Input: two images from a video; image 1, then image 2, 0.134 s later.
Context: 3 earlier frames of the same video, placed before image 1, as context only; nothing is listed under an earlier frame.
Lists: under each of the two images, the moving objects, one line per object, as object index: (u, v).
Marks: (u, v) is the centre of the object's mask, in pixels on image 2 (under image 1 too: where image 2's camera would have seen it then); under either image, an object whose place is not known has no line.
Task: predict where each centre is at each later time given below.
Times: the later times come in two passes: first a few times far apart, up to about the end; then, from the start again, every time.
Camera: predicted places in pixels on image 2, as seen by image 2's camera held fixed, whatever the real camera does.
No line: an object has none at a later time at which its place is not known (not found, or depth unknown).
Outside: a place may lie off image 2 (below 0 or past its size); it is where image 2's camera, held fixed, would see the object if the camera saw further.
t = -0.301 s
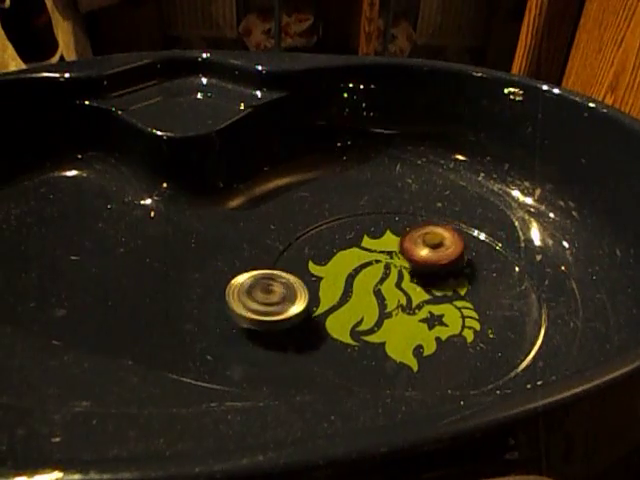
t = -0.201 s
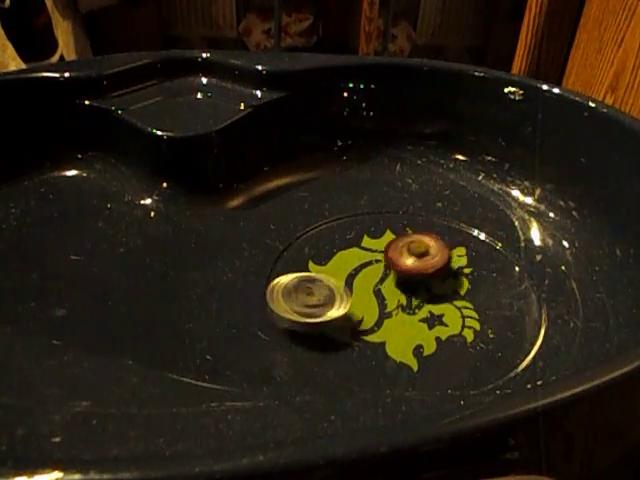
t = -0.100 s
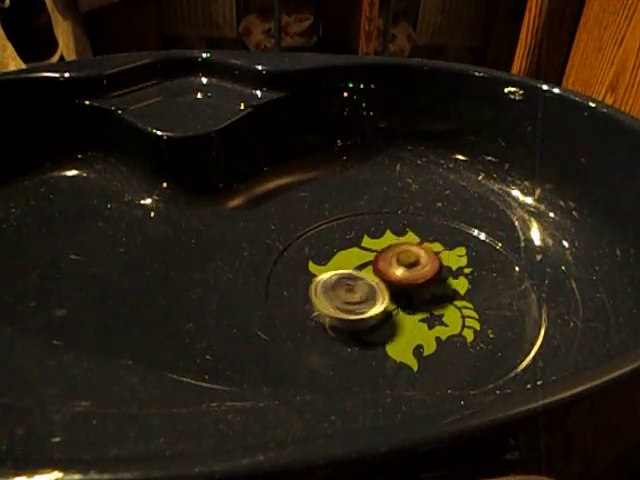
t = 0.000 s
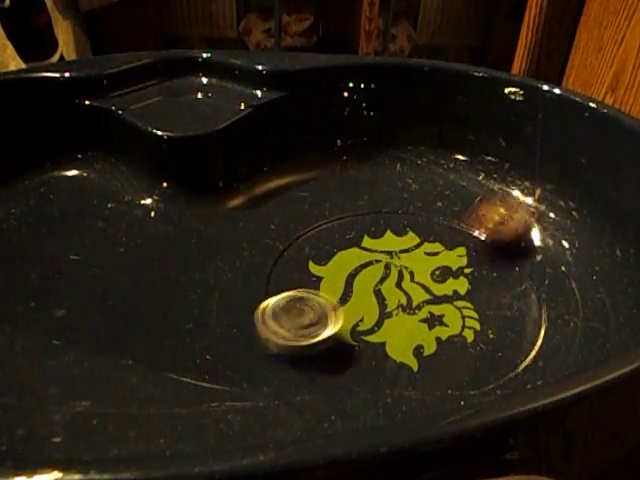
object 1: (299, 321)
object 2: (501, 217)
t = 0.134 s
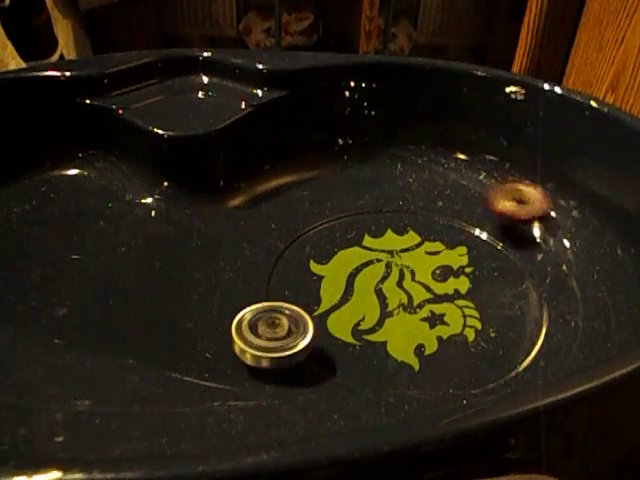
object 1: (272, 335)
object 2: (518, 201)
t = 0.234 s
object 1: (281, 332)
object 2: (462, 222)
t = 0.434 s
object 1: (341, 320)
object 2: (376, 250)
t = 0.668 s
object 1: (374, 347)
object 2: (379, 209)
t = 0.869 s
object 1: (416, 337)
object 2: (359, 201)
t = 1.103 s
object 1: (423, 288)
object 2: (332, 212)
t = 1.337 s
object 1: (379, 256)
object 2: (314, 228)
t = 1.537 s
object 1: (446, 279)
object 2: (214, 203)
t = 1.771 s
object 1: (479, 265)
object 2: (146, 238)
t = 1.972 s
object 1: (460, 235)
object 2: (145, 267)
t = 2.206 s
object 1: (403, 225)
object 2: (211, 291)
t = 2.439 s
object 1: (344, 249)
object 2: (289, 286)
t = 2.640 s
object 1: (371, 246)
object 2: (332, 344)
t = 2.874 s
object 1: (384, 262)
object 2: (419, 347)
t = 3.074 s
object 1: (400, 272)
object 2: (472, 332)
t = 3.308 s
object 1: (416, 273)
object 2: (491, 304)
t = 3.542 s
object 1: (348, 239)
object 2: (556, 303)
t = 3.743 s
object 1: (309, 240)
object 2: (506, 281)
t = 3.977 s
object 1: (302, 267)
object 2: (470, 282)
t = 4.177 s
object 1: (317, 284)
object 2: (443, 291)
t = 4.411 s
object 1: (298, 274)
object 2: (508, 314)
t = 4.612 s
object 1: (281, 263)
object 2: (535, 299)
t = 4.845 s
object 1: (306, 267)
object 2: (495, 278)
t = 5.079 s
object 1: (336, 261)
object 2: (440, 262)
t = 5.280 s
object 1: (340, 244)
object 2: (420, 258)
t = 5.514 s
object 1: (326, 223)
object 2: (412, 255)
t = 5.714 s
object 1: (310, 224)
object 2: (401, 252)
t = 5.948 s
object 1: (301, 239)
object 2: (421, 256)
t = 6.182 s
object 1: (262, 256)
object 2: (550, 267)
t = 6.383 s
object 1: (309, 286)
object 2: (502, 262)
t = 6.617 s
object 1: (390, 286)
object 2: (483, 275)
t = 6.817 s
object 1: (368, 256)
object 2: (539, 294)
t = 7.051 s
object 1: (343, 245)
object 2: (500, 303)
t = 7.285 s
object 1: (334, 257)
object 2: (448, 306)
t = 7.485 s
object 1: (345, 266)
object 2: (412, 305)
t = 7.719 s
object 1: (349, 256)
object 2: (387, 301)
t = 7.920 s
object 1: (331, 221)
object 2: (398, 338)
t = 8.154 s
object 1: (311, 230)
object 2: (397, 318)
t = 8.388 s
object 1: (342, 248)
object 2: (390, 289)
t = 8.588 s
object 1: (367, 231)
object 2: (424, 300)
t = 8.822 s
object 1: (383, 224)
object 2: (438, 284)
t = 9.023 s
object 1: (391, 227)
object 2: (443, 272)
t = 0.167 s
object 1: (273, 334)
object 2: (498, 209)
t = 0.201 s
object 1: (276, 334)
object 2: (481, 218)
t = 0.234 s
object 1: (281, 332)
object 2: (462, 222)
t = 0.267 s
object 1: (288, 331)
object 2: (443, 228)
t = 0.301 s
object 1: (296, 329)
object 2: (427, 233)
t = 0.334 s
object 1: (308, 328)
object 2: (410, 237)
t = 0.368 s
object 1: (320, 326)
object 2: (396, 241)
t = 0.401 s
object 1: (331, 323)
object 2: (385, 245)
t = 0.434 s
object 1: (341, 320)
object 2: (376, 250)
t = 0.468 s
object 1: (348, 317)
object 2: (370, 254)
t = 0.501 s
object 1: (356, 313)
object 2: (367, 259)
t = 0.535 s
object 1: (360, 313)
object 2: (367, 258)
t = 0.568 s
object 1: (362, 325)
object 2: (373, 242)
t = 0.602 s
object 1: (364, 336)
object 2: (376, 228)
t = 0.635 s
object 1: (369, 343)
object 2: (378, 216)
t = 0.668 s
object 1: (374, 347)
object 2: (379, 209)
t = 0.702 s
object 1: (381, 348)
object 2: (378, 204)
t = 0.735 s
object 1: (388, 348)
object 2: (377, 200)
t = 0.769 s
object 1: (396, 347)
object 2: (374, 199)
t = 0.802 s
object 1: (404, 344)
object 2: (369, 200)
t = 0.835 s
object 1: (411, 341)
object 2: (364, 200)
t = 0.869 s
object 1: (416, 337)
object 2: (359, 201)
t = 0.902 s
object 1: (422, 331)
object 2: (354, 202)
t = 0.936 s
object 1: (427, 325)
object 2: (349, 203)
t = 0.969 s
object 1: (430, 319)
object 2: (345, 204)
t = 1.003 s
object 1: (430, 311)
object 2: (341, 206)
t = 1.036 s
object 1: (430, 304)
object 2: (337, 207)
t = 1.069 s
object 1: (427, 295)
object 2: (334, 209)
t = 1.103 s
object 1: (423, 288)
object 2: (332, 212)
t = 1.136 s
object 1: (418, 283)
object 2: (329, 215)
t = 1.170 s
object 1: (410, 274)
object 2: (328, 218)
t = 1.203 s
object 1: (401, 267)
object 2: (327, 221)
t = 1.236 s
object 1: (392, 262)
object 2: (326, 224)
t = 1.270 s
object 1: (384, 257)
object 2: (326, 227)
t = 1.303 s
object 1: (382, 256)
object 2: (319, 228)
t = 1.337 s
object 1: (379, 256)
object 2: (314, 228)
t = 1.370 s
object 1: (374, 255)
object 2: (311, 230)
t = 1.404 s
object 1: (374, 257)
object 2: (301, 230)
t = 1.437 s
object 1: (397, 264)
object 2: (274, 215)
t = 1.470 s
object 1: (417, 272)
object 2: (251, 205)
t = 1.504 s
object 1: (433, 277)
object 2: (229, 207)
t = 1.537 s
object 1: (446, 279)
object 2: (214, 203)
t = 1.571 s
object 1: (457, 280)
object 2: (201, 208)
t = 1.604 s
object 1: (465, 281)
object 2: (188, 210)
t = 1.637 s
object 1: (471, 280)
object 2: (178, 215)
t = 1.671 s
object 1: (475, 278)
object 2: (168, 220)
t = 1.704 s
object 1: (477, 274)
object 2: (159, 227)
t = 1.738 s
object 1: (478, 270)
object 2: (152, 232)
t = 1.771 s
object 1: (479, 265)
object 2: (146, 238)
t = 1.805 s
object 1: (478, 260)
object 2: (142, 244)
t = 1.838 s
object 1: (476, 254)
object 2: (140, 249)
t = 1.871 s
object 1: (473, 249)
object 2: (139, 254)
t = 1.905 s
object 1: (469, 243)
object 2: (140, 259)
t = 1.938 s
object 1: (465, 239)
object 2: (142, 263)
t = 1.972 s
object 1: (460, 235)
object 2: (145, 267)
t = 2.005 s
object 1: (453, 231)
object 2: (148, 271)
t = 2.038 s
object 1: (446, 229)
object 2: (155, 276)
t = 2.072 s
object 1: (438, 226)
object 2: (163, 280)
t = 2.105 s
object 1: (430, 225)
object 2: (173, 285)
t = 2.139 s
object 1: (422, 225)
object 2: (185, 289)
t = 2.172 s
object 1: (412, 224)
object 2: (198, 291)
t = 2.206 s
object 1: (403, 225)
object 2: (211, 291)
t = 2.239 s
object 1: (393, 226)
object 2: (223, 290)
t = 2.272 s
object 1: (384, 228)
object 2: (233, 289)
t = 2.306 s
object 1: (375, 231)
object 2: (244, 287)
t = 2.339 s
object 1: (366, 234)
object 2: (256, 285)
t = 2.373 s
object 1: (358, 239)
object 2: (266, 283)
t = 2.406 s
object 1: (351, 243)
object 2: (277, 285)
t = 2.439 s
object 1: (344, 249)
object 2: (289, 286)
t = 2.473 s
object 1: (342, 251)
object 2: (297, 290)
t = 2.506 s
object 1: (349, 248)
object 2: (289, 306)
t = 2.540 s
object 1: (357, 246)
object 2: (291, 317)
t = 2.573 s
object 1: (362, 245)
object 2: (304, 330)
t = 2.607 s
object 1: (367, 246)
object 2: (318, 339)
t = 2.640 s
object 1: (371, 246)
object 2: (332, 344)
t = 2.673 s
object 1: (374, 249)
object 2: (347, 348)
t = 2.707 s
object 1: (376, 250)
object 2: (360, 350)
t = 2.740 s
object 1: (378, 253)
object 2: (374, 351)
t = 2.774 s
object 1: (380, 256)
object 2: (386, 351)
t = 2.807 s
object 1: (381, 258)
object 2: (397, 351)
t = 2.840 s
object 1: (383, 260)
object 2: (408, 349)
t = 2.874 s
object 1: (384, 262)
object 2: (419, 347)
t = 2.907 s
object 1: (386, 264)
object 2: (430, 345)
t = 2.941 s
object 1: (388, 265)
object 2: (440, 343)
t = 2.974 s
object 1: (391, 268)
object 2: (449, 341)
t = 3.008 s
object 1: (394, 269)
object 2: (458, 338)
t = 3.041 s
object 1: (397, 270)
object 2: (465, 333)
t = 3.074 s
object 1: (400, 272)
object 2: (472, 332)
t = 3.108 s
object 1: (403, 272)
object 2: (477, 328)
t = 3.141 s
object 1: (405, 273)
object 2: (482, 324)
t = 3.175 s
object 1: (408, 274)
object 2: (486, 321)
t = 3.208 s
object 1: (410, 274)
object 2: (488, 316)
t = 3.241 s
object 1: (412, 274)
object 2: (490, 313)
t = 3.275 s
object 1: (414, 274)
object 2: (491, 308)
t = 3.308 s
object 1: (416, 273)
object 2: (491, 304)
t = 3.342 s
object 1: (417, 273)
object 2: (490, 300)
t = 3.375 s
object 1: (418, 272)
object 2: (489, 297)
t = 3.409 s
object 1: (417, 271)
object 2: (491, 293)
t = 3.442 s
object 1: (396, 259)
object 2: (523, 300)
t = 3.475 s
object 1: (377, 250)
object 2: (551, 304)
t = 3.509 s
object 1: (361, 244)
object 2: (555, 299)
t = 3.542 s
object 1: (348, 239)
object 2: (556, 303)
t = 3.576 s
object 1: (337, 236)
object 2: (554, 300)
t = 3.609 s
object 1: (329, 235)
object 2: (547, 300)
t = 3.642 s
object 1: (321, 234)
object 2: (536, 295)
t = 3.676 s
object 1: (316, 234)
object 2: (526, 291)
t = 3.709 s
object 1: (312, 237)
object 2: (515, 285)
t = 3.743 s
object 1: (309, 240)
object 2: (506, 281)
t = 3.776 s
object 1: (306, 244)
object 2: (498, 281)
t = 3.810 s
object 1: (305, 248)
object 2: (490, 278)
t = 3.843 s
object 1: (303, 252)
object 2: (486, 279)
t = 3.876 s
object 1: (302, 257)
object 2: (481, 277)
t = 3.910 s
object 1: (301, 261)
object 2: (477, 279)
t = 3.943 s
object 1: (301, 264)
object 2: (474, 281)
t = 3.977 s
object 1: (302, 267)
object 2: (470, 282)
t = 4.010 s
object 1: (303, 272)
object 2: (466, 283)
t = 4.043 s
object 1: (305, 274)
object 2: (462, 284)
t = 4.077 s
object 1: (307, 277)
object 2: (457, 287)
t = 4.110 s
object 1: (310, 280)
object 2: (453, 288)
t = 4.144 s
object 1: (313, 282)
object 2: (448, 290)
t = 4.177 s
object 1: (317, 284)
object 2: (443, 291)
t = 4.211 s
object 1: (321, 287)
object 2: (437, 293)
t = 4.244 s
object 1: (326, 288)
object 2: (431, 294)
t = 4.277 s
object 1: (332, 290)
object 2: (425, 295)
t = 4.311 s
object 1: (338, 291)
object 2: (420, 297)
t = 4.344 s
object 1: (333, 287)
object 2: (432, 300)
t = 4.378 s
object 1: (312, 280)
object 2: (475, 310)
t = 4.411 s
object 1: (298, 274)
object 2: (508, 314)
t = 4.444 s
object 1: (288, 270)
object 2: (533, 318)
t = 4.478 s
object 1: (281, 266)
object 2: (543, 313)
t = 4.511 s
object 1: (277, 265)
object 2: (543, 310)
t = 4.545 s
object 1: (276, 263)
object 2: (541, 307)
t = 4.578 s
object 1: (278, 263)
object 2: (539, 303)
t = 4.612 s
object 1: (281, 263)
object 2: (535, 299)
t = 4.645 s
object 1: (284, 263)
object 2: (531, 294)
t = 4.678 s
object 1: (286, 264)
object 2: (527, 291)
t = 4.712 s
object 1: (289, 264)
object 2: (521, 286)
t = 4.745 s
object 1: (293, 265)
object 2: (515, 283)
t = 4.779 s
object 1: (297, 266)
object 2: (509, 281)
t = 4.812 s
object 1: (301, 267)
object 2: (502, 280)
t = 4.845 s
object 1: (306, 267)
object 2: (495, 278)
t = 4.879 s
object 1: (310, 267)
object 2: (489, 275)
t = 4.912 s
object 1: (315, 266)
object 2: (481, 272)
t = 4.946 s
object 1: (319, 266)
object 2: (473, 271)
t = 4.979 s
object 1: (323, 265)
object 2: (465, 269)
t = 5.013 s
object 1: (327, 264)
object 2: (457, 268)
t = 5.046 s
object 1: (331, 263)
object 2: (449, 266)
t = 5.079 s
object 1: (336, 261)
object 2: (440, 262)
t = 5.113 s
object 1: (340, 259)
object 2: (431, 260)
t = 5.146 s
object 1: (344, 257)
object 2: (424, 259)
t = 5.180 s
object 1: (347, 254)
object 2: (418, 258)
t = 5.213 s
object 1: (344, 250)
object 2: (420, 258)
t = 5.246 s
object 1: (341, 247)
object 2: (422, 258)
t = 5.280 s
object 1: (340, 244)
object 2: (420, 258)
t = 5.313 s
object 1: (340, 241)
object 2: (417, 257)
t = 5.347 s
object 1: (340, 239)
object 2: (412, 255)
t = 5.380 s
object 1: (342, 237)
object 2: (408, 254)
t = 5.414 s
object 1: (337, 233)
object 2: (410, 255)
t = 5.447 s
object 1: (333, 229)
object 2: (413, 255)
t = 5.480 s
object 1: (329, 226)
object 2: (414, 256)
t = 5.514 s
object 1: (326, 223)
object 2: (412, 255)
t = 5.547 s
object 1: (324, 221)
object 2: (412, 256)
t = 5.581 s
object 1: (321, 220)
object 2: (409, 254)
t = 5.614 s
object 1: (318, 220)
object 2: (407, 254)
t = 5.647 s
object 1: (316, 220)
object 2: (405, 253)
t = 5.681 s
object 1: (313, 222)
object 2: (404, 253)
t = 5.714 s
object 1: (310, 224)
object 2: (401, 252)
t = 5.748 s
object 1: (308, 227)
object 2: (398, 251)
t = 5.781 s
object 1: (307, 229)
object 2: (395, 251)
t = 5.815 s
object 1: (308, 232)
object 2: (394, 251)
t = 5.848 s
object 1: (310, 234)
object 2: (391, 251)
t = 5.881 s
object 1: (314, 238)
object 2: (389, 251)
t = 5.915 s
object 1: (317, 241)
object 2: (388, 251)
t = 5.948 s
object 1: (301, 239)
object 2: (421, 256)
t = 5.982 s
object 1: (285, 237)
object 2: (462, 264)
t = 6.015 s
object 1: (275, 236)
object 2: (496, 266)
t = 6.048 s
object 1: (269, 239)
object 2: (520, 268)
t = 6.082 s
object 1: (264, 243)
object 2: (543, 269)
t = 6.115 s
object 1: (261, 248)
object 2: (549, 267)
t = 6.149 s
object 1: (261, 252)
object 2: (551, 268)
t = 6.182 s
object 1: (262, 256)
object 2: (550, 267)
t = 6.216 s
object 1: (264, 260)
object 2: (545, 265)
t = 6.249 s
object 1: (267, 264)
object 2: (536, 265)
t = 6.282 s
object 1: (275, 271)
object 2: (528, 263)
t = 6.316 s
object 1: (287, 278)
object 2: (518, 264)
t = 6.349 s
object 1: (298, 283)
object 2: (511, 264)
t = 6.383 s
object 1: (309, 286)
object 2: (502, 262)
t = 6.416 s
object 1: (321, 289)
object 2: (496, 263)
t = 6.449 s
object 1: (333, 292)
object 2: (492, 266)
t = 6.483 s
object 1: (345, 292)
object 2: (489, 267)
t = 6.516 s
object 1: (356, 291)
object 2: (486, 268)
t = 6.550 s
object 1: (368, 290)
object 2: (486, 271)
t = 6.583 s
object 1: (379, 288)
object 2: (485, 274)
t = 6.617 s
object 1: (390, 286)
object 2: (483, 275)
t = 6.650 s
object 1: (399, 283)
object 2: (481, 277)
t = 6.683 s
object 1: (403, 278)
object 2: (486, 281)
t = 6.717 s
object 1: (391, 272)
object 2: (509, 286)
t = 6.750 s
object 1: (380, 266)
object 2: (531, 291)
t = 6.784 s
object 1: (373, 260)
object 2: (543, 292)
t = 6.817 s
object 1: (368, 256)
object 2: (539, 294)
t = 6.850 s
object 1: (364, 252)
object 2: (533, 296)
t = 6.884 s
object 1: (359, 248)
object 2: (527, 297)
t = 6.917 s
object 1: (355, 246)
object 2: (521, 298)
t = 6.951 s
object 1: (352, 244)
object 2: (516, 299)
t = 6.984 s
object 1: (350, 244)
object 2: (511, 301)
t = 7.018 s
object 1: (347, 244)
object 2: (506, 301)
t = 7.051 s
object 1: (343, 245)
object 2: (500, 303)
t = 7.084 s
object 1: (340, 245)
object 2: (495, 304)
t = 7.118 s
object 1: (338, 246)
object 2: (488, 305)
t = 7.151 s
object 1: (336, 248)
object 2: (480, 306)
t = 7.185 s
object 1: (335, 249)
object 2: (472, 306)
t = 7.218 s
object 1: (334, 252)
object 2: (464, 306)
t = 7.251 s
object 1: (333, 254)
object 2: (456, 306)
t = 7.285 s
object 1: (334, 257)
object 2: (448, 306)
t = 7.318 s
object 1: (335, 260)
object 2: (439, 304)
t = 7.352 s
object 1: (337, 263)
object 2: (431, 306)
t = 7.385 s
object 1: (340, 265)
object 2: (422, 302)
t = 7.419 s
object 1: (344, 267)
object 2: (413, 300)
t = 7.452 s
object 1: (346, 268)
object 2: (409, 300)
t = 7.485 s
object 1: (345, 266)
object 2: (412, 305)
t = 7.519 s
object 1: (344, 263)
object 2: (413, 308)
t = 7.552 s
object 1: (344, 261)
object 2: (411, 310)
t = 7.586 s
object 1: (344, 260)
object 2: (407, 308)
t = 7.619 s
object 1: (345, 259)
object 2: (402, 306)
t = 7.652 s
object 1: (347, 258)
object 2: (397, 304)
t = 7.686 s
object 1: (348, 257)
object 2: (391, 302)
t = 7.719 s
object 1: (349, 256)
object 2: (387, 301)
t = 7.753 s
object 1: (349, 250)
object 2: (385, 302)
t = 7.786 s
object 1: (345, 241)
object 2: (391, 316)
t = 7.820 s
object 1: (342, 235)
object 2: (395, 328)
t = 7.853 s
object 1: (338, 229)
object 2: (397, 333)
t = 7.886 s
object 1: (335, 225)
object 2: (397, 337)
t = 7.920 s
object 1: (331, 221)
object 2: (398, 338)
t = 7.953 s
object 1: (328, 219)
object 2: (398, 337)
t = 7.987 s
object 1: (323, 219)
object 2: (398, 335)
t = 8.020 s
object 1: (318, 220)
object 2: (399, 333)
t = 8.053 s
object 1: (315, 222)
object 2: (399, 329)
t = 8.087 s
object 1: (313, 225)
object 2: (399, 325)
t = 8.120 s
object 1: (311, 227)
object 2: (398, 322)
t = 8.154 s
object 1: (311, 230)
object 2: (397, 318)
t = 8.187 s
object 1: (311, 233)
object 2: (396, 314)
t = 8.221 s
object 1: (314, 236)
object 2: (395, 312)
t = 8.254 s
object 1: (317, 239)
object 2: (394, 307)
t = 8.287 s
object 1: (322, 241)
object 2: (393, 302)
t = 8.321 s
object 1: (328, 244)
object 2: (392, 299)
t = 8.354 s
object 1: (335, 247)
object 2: (391, 293)
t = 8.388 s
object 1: (342, 248)
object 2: (390, 289)
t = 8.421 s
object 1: (346, 246)
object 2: (396, 291)
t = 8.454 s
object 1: (350, 242)
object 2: (405, 297)
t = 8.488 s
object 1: (354, 238)
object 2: (412, 300)
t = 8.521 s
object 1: (358, 235)
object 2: (417, 301)
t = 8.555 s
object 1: (363, 233)
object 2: (421, 300)
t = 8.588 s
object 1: (367, 231)
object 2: (424, 300)
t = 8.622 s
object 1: (371, 230)
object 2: (426, 297)
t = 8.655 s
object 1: (373, 228)
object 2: (429, 294)
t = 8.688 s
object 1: (375, 227)
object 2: (431, 293)
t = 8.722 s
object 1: (377, 225)
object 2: (433, 291)
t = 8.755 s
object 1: (379, 225)
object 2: (435, 289)
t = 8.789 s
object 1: (381, 224)
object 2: (437, 287)
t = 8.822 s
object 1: (383, 224)
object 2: (438, 284)
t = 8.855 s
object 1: (384, 224)
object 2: (440, 282)
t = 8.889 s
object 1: (385, 224)
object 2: (441, 280)
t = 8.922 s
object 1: (386, 225)
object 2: (442, 278)
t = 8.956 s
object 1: (387, 225)
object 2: (443, 276)
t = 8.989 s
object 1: (389, 226)
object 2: (444, 274)
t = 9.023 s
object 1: (391, 227)
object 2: (443, 272)
